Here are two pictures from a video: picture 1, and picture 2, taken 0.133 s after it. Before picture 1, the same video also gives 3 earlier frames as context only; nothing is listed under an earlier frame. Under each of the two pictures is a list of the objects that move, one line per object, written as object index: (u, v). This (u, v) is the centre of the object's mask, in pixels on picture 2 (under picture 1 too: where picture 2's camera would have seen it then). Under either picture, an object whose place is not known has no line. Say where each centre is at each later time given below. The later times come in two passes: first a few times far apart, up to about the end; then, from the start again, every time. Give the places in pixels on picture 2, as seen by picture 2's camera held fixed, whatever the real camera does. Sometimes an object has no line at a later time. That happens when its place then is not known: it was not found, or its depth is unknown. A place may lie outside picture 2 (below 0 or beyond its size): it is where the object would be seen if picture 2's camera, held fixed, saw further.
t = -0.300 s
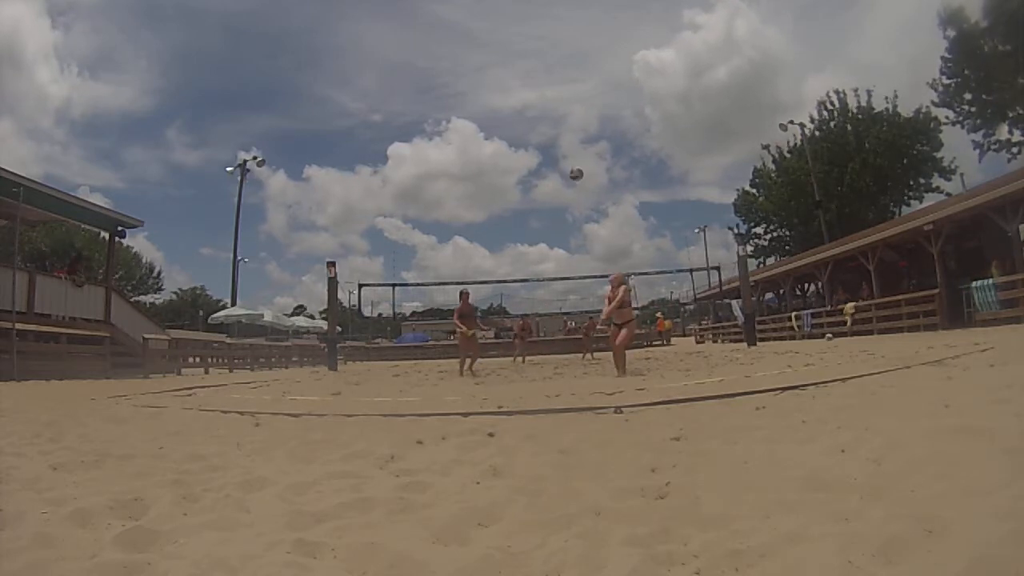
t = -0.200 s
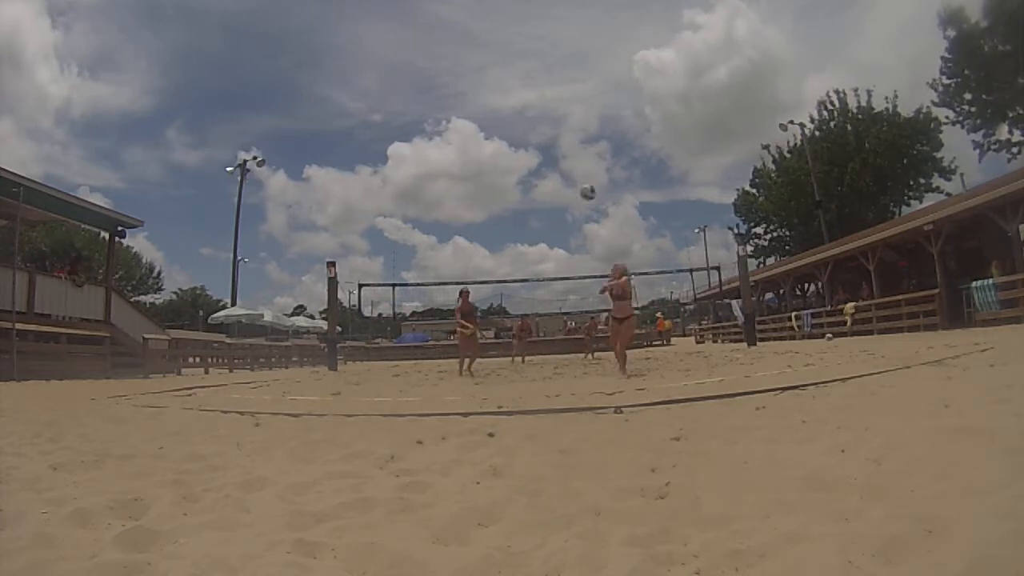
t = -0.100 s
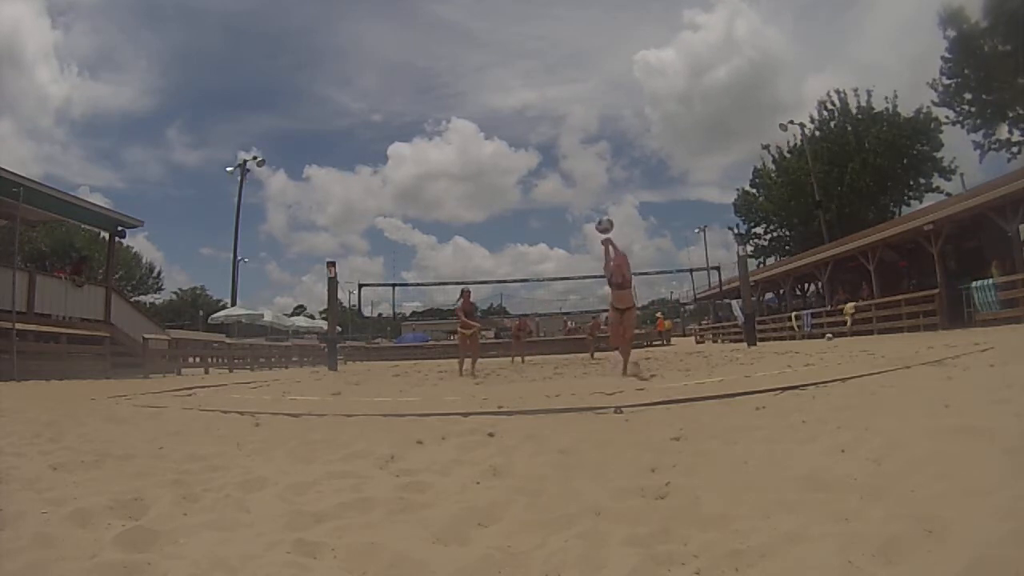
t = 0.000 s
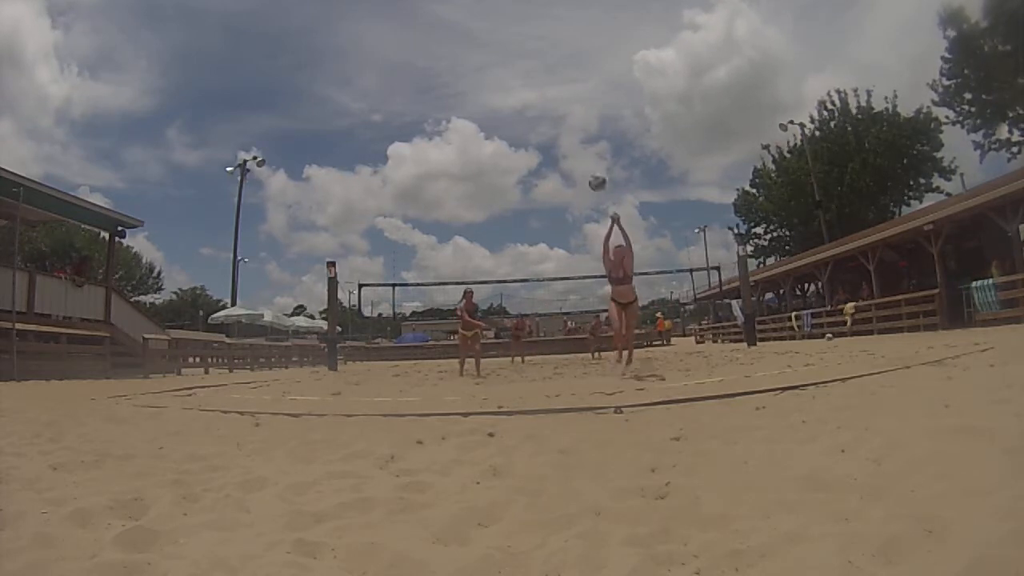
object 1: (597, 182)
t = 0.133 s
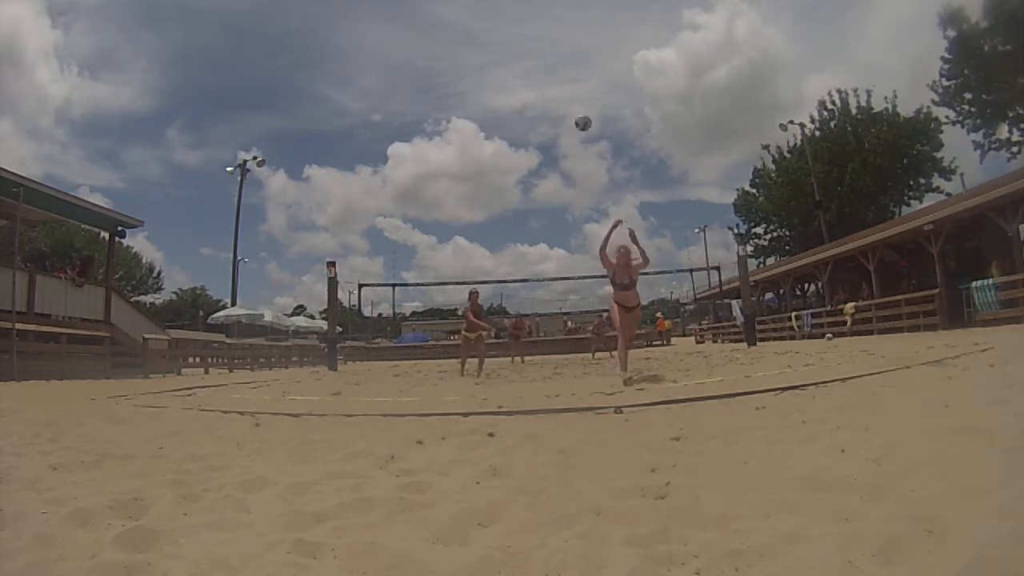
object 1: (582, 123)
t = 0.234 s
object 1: (574, 92)
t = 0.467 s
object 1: (559, 54)
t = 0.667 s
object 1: (552, 49)
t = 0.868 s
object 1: (549, 64)
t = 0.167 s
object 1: (580, 112)
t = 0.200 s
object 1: (577, 101)
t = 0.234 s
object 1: (574, 92)
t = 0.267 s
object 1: (571, 84)
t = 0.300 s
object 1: (569, 77)
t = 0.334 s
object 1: (566, 70)
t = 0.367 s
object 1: (564, 66)
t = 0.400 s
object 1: (563, 62)
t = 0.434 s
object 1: (561, 58)
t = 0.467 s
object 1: (559, 54)
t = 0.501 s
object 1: (558, 52)
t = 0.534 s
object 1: (556, 50)
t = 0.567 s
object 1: (555, 49)
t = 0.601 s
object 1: (554, 48)
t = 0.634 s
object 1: (553, 49)
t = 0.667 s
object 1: (552, 49)
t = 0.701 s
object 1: (551, 50)
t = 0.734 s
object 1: (551, 52)
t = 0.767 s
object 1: (550, 55)
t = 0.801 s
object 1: (550, 57)
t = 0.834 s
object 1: (549, 60)
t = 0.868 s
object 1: (549, 64)
